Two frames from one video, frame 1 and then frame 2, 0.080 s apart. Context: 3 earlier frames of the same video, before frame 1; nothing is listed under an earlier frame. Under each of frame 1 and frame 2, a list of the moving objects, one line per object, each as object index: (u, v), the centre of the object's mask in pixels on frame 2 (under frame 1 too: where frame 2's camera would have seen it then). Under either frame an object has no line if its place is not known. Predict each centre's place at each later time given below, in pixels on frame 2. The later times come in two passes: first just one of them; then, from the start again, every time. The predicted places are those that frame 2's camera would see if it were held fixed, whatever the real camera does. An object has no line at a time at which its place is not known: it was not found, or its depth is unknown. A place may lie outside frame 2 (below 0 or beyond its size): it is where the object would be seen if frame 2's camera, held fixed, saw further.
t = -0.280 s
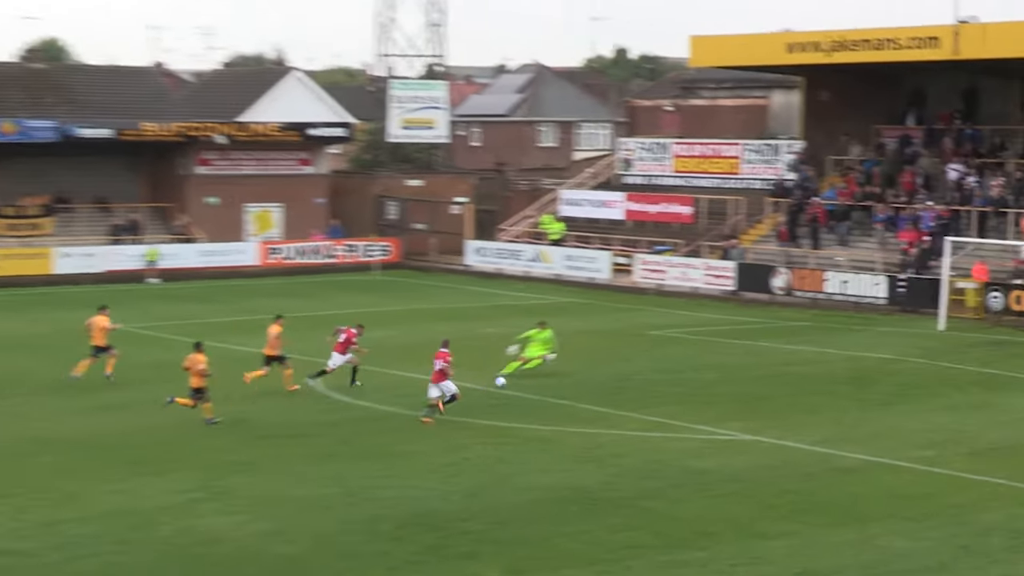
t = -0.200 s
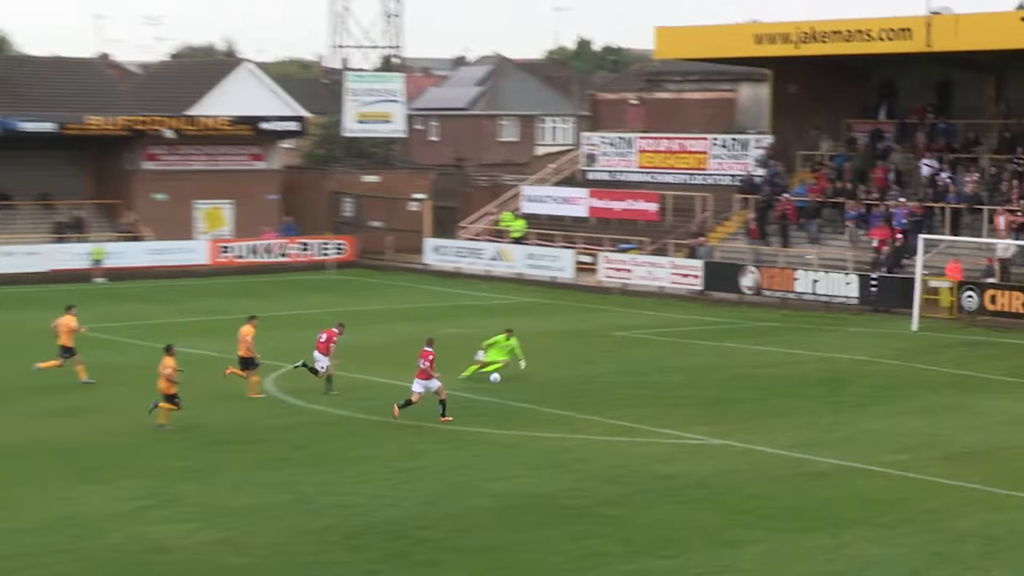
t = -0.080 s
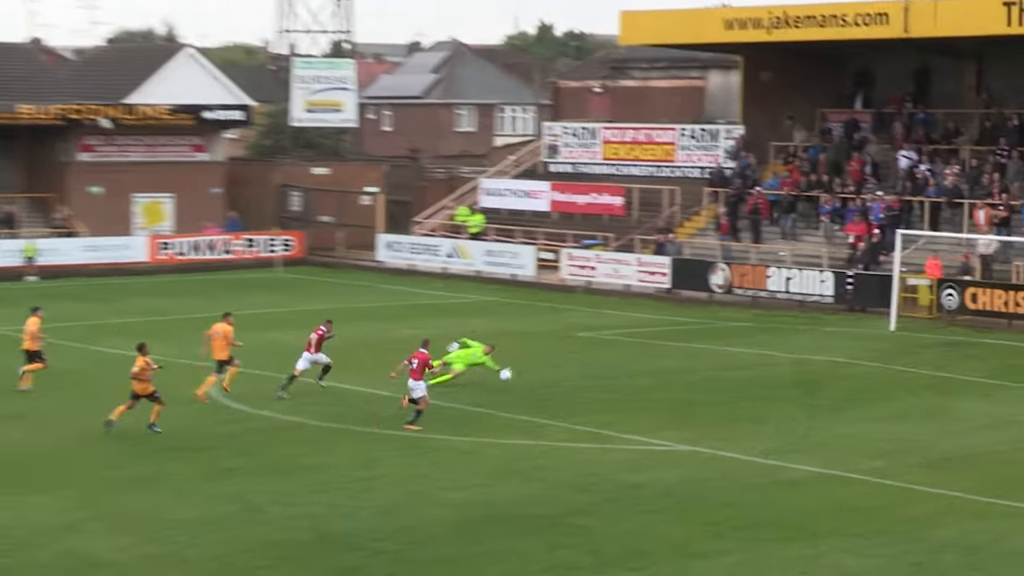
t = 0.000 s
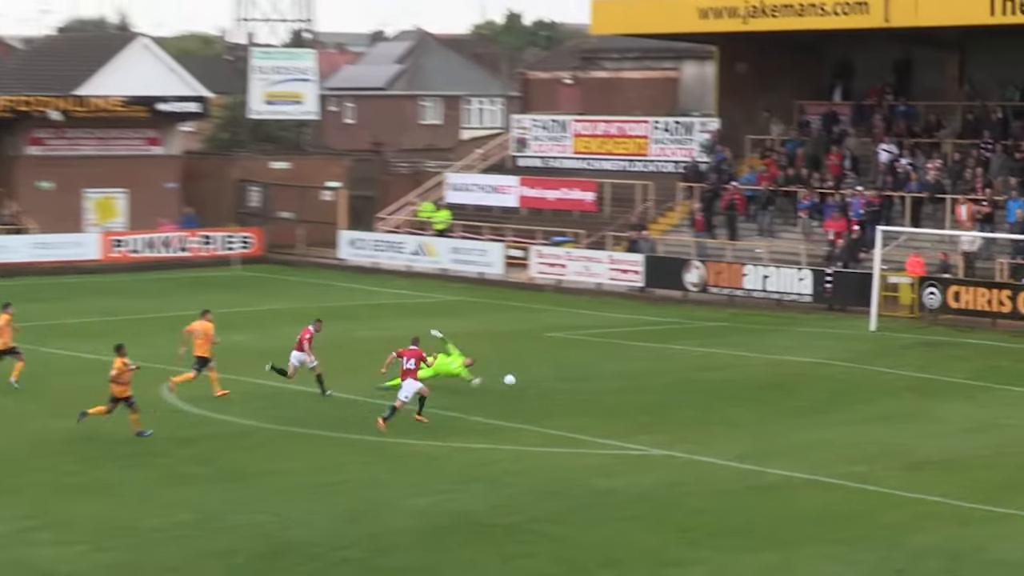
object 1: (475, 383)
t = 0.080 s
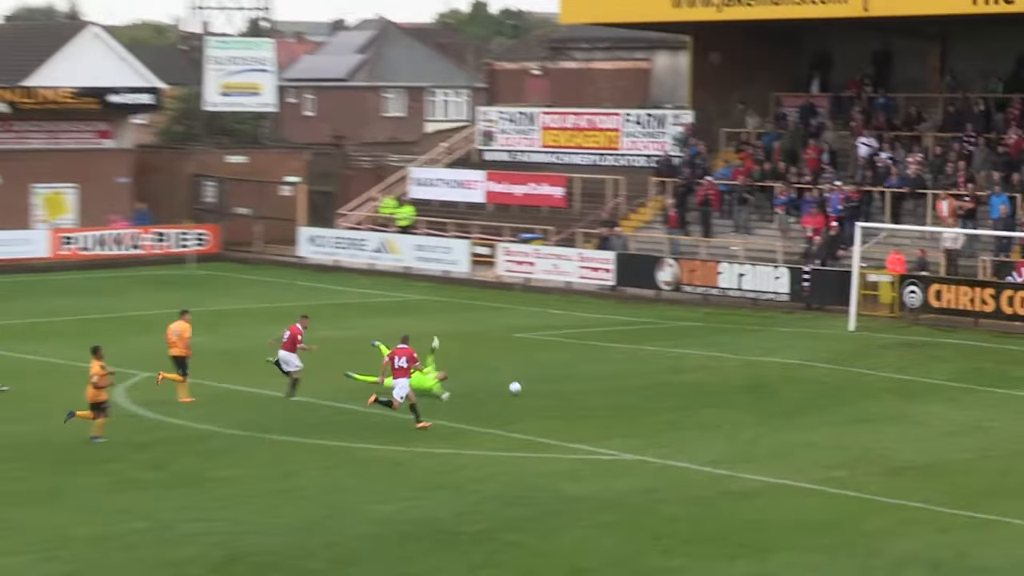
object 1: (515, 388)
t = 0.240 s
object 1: (583, 381)
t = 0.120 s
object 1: (534, 389)
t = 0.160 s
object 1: (549, 386)
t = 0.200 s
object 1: (566, 383)
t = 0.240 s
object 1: (583, 381)
